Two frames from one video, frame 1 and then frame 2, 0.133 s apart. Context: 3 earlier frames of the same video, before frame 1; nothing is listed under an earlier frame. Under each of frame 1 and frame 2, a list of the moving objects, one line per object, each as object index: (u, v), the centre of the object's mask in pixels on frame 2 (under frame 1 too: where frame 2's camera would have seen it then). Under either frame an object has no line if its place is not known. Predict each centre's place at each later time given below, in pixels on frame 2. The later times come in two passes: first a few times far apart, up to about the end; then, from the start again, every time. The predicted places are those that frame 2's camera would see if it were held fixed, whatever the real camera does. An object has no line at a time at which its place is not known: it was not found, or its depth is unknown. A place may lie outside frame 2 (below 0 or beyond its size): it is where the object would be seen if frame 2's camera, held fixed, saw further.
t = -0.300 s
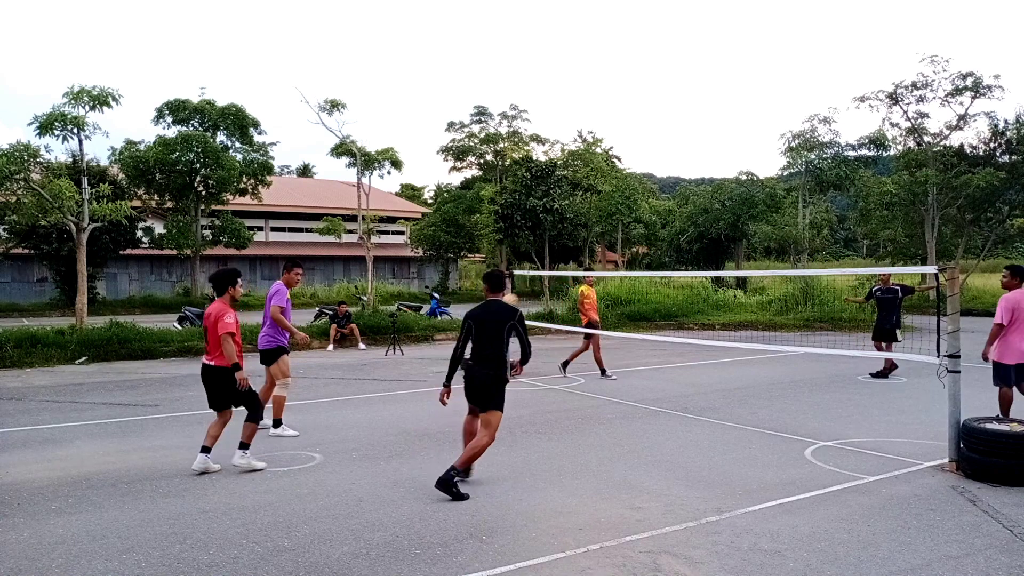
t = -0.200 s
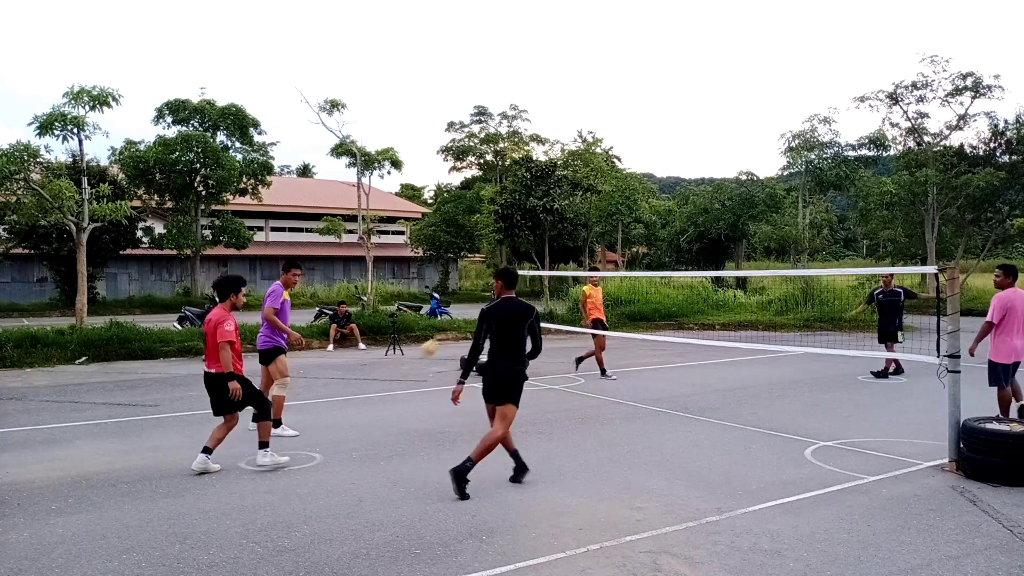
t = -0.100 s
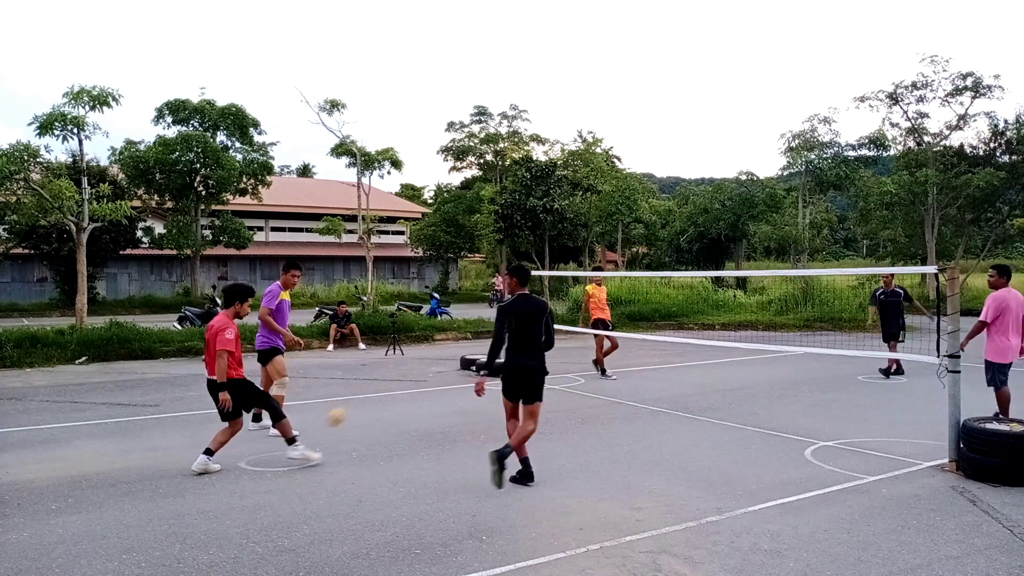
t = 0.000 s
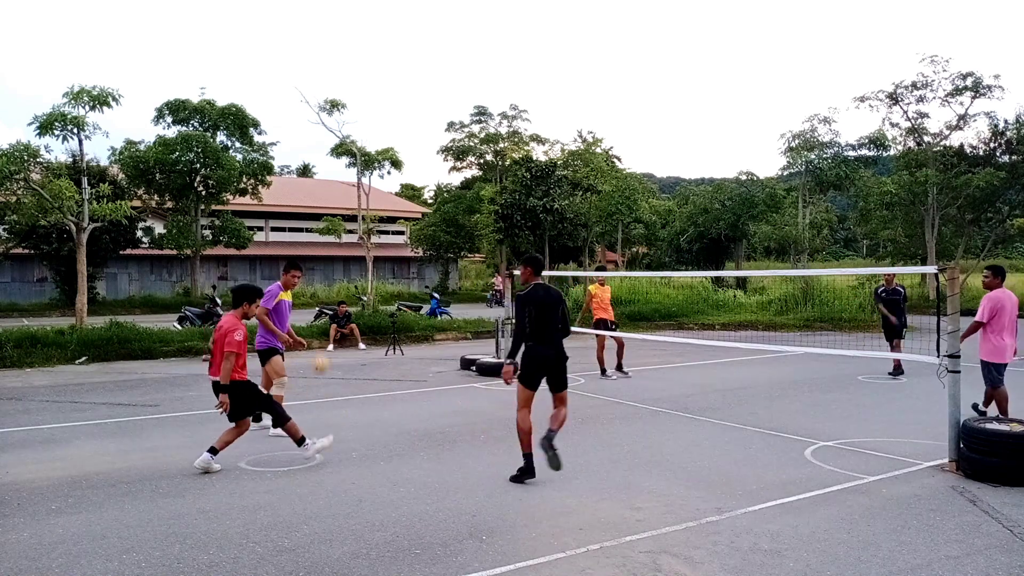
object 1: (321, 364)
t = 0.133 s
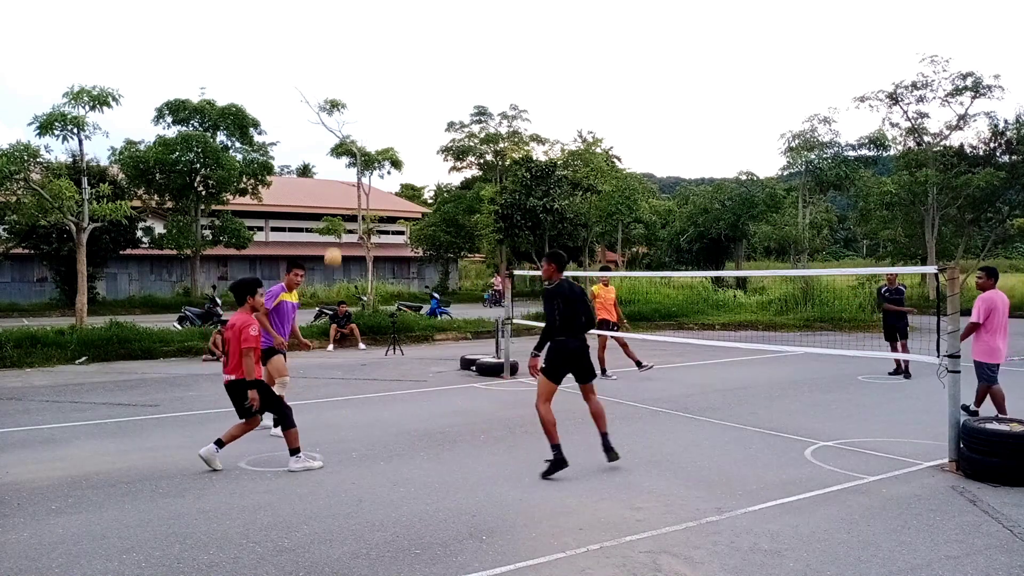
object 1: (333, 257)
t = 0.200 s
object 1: (339, 213)
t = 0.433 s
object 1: (358, 92)
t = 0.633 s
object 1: (374, 40)
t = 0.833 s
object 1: (391, 38)
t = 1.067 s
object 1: (413, 103)
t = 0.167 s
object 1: (335, 232)
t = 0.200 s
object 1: (339, 213)
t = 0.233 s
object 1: (341, 190)
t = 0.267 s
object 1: (344, 171)
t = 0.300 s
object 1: (347, 152)
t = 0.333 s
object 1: (349, 137)
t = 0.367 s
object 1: (352, 120)
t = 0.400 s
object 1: (355, 105)
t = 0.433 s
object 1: (358, 92)
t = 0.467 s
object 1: (360, 80)
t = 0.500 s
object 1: (363, 69)
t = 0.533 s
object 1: (366, 60)
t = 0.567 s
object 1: (368, 52)
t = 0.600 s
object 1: (371, 45)
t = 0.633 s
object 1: (374, 40)
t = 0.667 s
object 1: (377, 36)
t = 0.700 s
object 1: (380, 34)
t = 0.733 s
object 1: (382, 33)
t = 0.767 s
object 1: (385, 33)
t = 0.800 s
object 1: (388, 35)
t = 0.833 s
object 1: (391, 38)
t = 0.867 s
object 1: (394, 43)
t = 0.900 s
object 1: (397, 49)
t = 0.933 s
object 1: (400, 57)
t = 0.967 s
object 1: (403, 66)
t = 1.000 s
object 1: (407, 77)
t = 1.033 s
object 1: (410, 90)
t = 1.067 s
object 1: (413, 103)
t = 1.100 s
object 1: (416, 119)
